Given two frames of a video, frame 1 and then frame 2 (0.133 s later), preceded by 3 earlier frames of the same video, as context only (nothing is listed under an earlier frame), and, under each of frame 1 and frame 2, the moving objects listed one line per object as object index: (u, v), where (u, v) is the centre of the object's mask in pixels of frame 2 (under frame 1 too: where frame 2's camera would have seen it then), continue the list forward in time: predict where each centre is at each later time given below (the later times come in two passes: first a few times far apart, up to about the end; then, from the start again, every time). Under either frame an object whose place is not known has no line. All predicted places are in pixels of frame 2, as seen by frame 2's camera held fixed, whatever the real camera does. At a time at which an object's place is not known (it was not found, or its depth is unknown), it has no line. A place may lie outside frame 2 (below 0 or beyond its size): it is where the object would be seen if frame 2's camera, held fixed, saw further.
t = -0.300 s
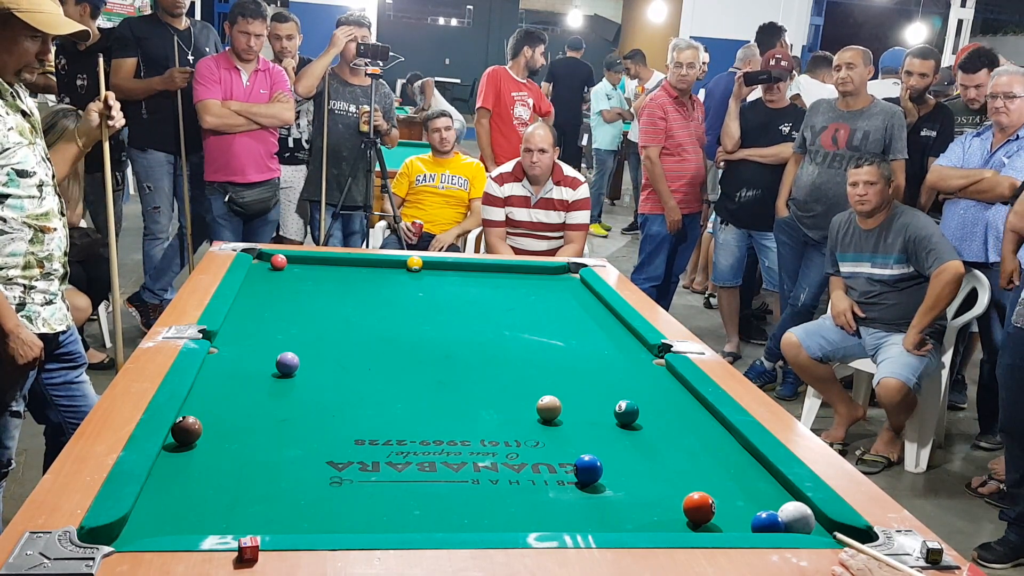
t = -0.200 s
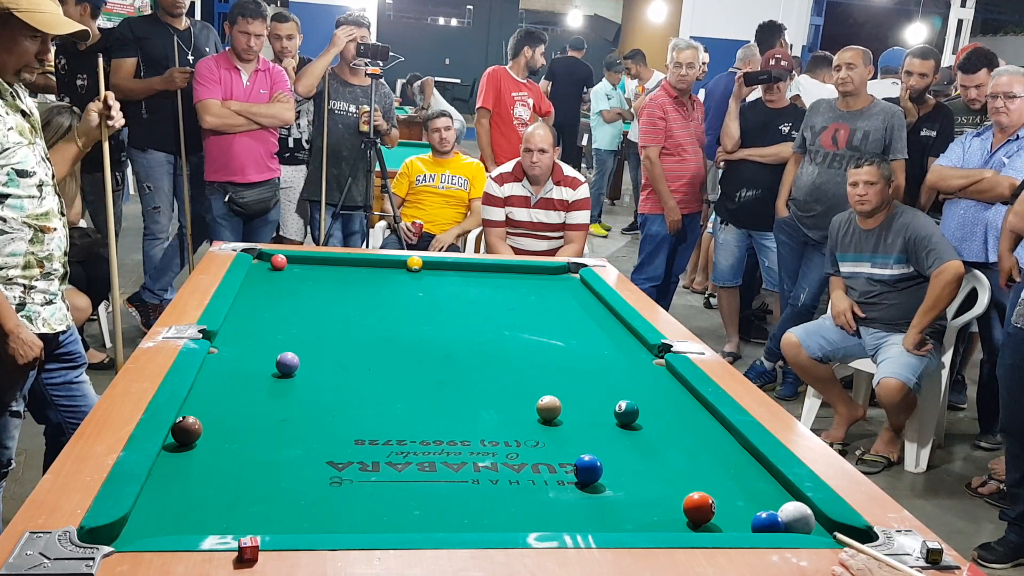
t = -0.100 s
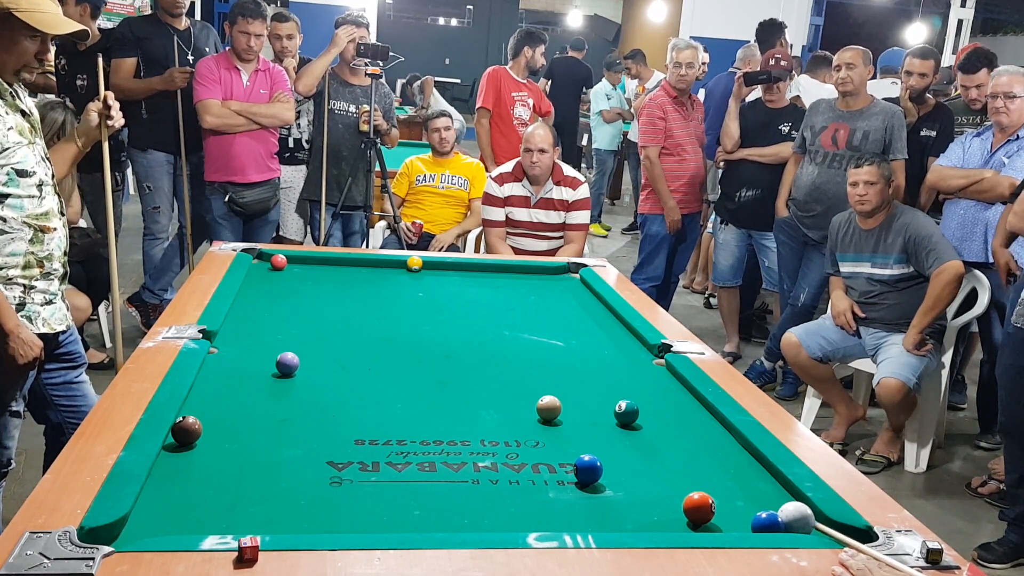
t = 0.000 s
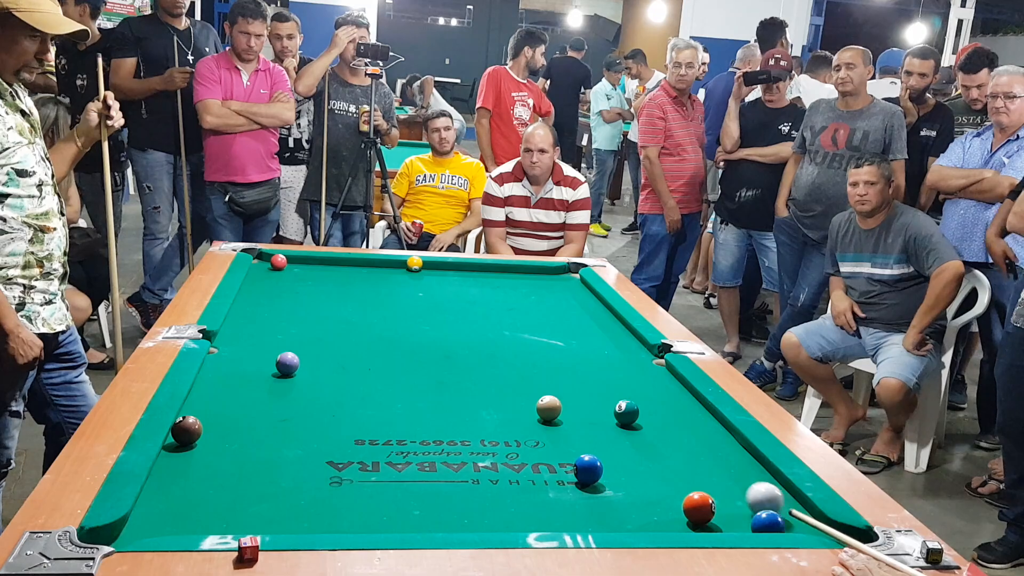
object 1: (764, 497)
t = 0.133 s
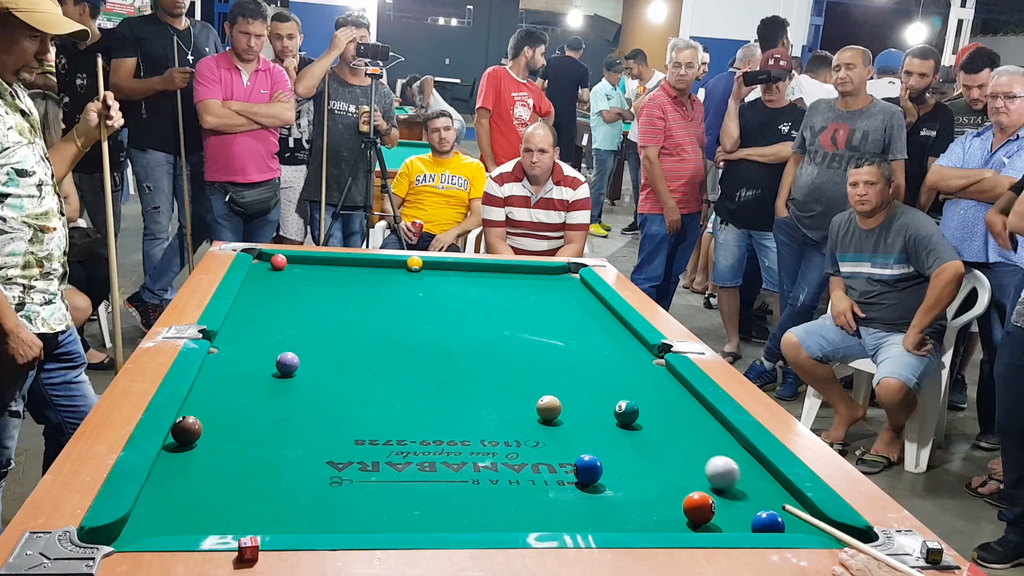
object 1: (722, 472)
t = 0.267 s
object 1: (685, 449)
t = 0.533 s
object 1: (634, 417)
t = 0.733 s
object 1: (617, 407)
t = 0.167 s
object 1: (713, 466)
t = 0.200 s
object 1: (703, 460)
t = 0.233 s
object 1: (694, 454)
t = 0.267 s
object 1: (685, 449)
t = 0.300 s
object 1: (676, 443)
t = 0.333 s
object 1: (668, 438)
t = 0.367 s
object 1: (660, 433)
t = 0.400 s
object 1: (652, 428)
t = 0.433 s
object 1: (645, 423)
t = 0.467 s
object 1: (640, 420)
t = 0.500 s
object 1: (637, 419)
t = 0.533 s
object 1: (634, 417)
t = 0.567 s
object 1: (632, 415)
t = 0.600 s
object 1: (629, 414)
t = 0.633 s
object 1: (626, 412)
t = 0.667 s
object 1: (623, 410)
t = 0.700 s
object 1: (620, 409)
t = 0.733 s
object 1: (617, 407)
